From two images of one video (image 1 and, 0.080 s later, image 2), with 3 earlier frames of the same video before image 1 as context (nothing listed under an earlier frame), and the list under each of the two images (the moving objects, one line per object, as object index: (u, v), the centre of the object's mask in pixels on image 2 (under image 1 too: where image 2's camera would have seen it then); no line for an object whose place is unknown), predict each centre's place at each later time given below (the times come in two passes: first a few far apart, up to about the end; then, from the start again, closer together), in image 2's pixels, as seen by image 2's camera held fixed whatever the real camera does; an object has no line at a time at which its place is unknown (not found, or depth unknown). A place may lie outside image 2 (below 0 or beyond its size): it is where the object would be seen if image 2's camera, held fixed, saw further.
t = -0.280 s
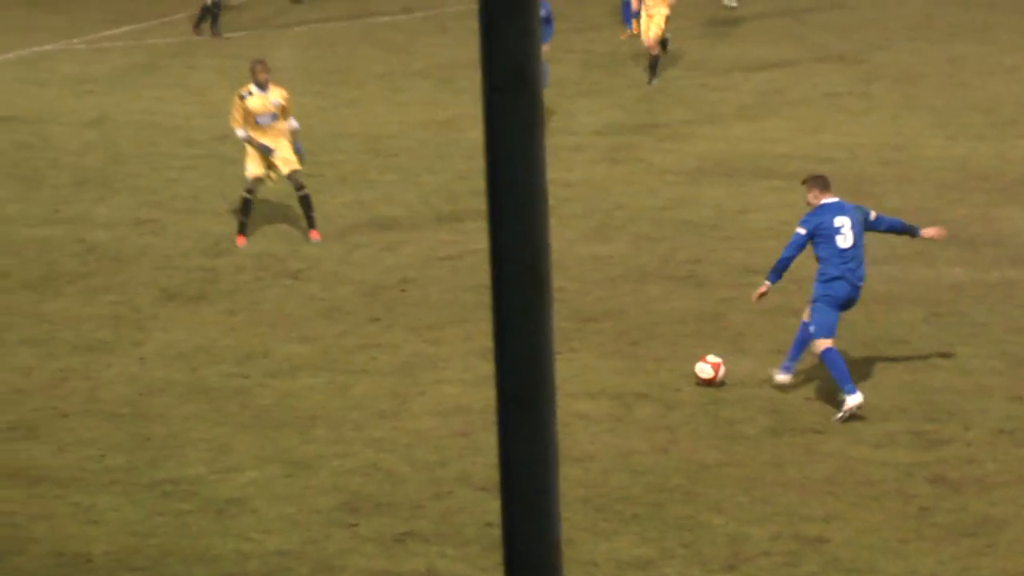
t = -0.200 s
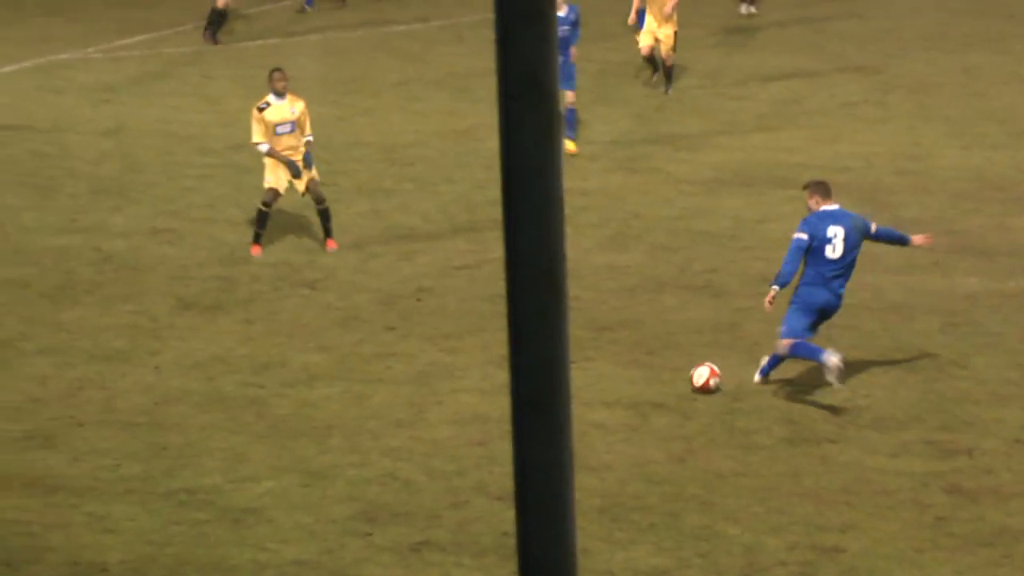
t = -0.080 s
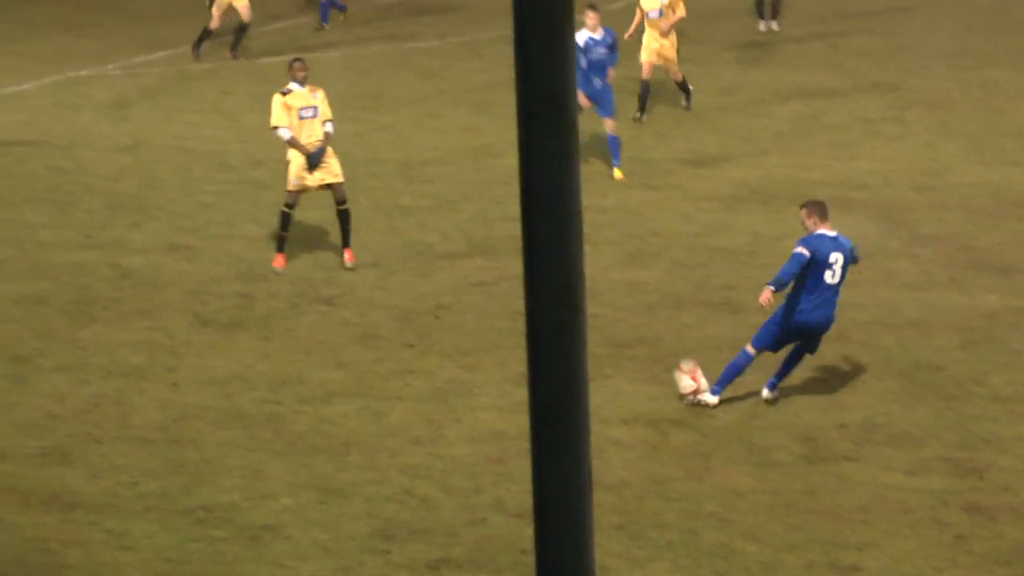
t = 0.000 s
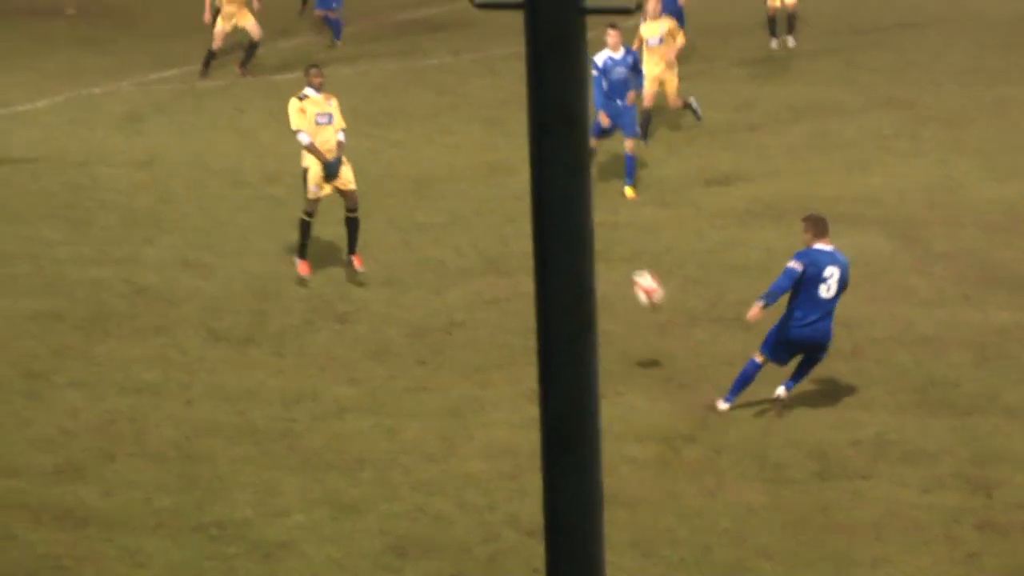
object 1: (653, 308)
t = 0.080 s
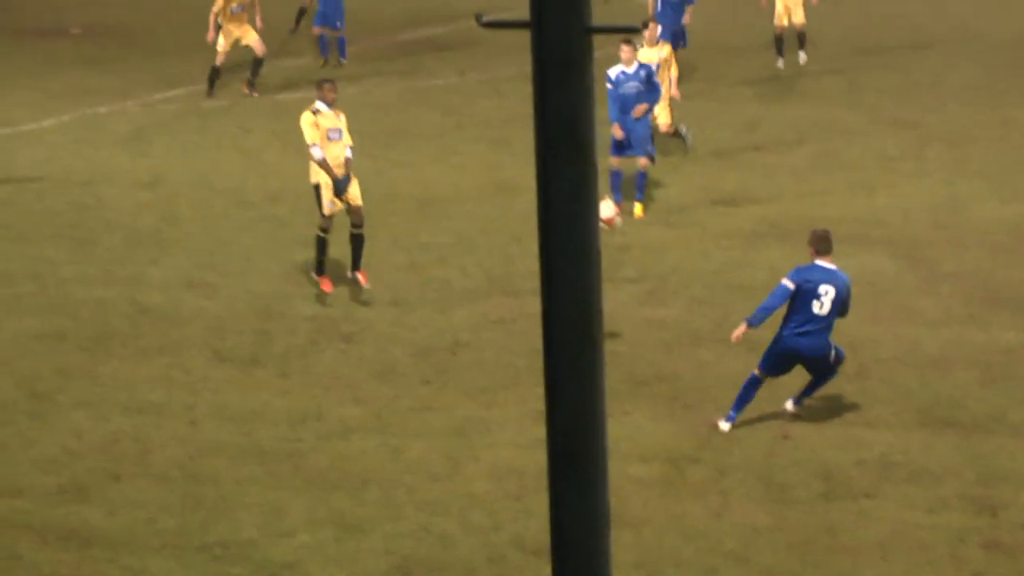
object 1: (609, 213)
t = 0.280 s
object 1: (503, 28)
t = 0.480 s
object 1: (425, -101)
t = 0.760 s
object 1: (335, -207)
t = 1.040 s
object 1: (265, -244)
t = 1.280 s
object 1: (215, -234)
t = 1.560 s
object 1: (172, -180)
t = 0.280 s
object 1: (503, 28)
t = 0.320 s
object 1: (483, -4)
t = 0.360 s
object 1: (469, -30)
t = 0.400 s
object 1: (454, -55)
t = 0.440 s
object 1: (438, -78)
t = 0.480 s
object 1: (425, -101)
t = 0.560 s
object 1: (397, -138)
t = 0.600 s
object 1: (383, -155)
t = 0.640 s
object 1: (371, -171)
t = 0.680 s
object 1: (359, -184)
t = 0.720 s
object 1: (347, -196)
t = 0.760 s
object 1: (335, -207)
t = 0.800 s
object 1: (324, -217)
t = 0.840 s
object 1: (313, -223)
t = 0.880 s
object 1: (301, -231)
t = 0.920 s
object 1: (292, -235)
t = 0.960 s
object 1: (284, -239)
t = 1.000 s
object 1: (273, -242)
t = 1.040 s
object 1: (265, -244)
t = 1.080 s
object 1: (255, -244)
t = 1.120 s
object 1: (247, -244)
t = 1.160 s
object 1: (239, -244)
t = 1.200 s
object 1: (231, -241)
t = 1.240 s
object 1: (223, -238)
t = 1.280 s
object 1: (215, -234)
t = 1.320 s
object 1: (209, -229)
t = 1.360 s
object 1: (202, -223)
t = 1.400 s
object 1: (195, -217)
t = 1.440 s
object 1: (189, -209)
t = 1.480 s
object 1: (184, -200)
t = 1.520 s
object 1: (177, -190)
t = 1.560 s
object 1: (172, -180)
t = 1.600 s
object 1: (167, -170)
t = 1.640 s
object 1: (163, -158)
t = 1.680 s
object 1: (158, -146)
